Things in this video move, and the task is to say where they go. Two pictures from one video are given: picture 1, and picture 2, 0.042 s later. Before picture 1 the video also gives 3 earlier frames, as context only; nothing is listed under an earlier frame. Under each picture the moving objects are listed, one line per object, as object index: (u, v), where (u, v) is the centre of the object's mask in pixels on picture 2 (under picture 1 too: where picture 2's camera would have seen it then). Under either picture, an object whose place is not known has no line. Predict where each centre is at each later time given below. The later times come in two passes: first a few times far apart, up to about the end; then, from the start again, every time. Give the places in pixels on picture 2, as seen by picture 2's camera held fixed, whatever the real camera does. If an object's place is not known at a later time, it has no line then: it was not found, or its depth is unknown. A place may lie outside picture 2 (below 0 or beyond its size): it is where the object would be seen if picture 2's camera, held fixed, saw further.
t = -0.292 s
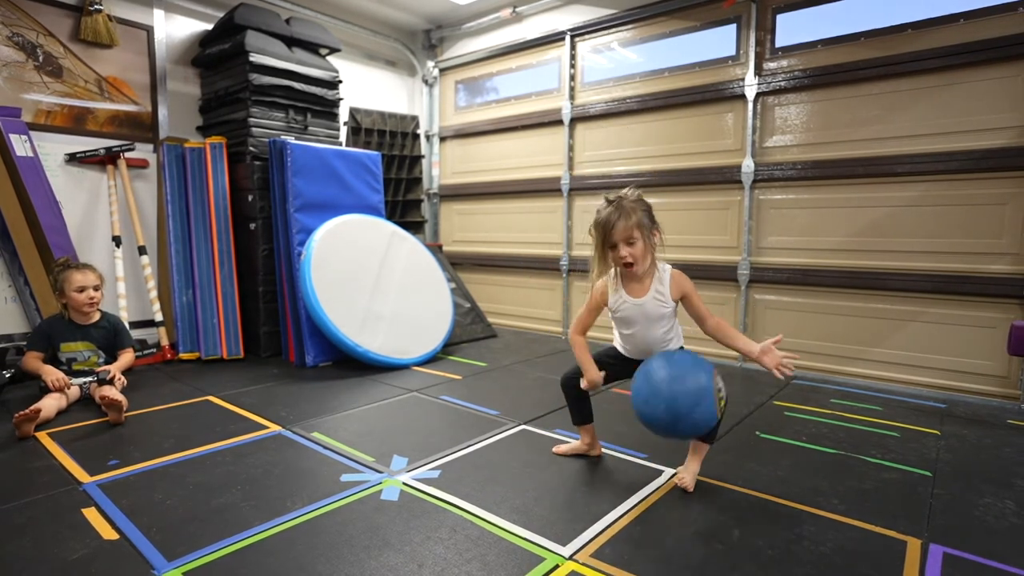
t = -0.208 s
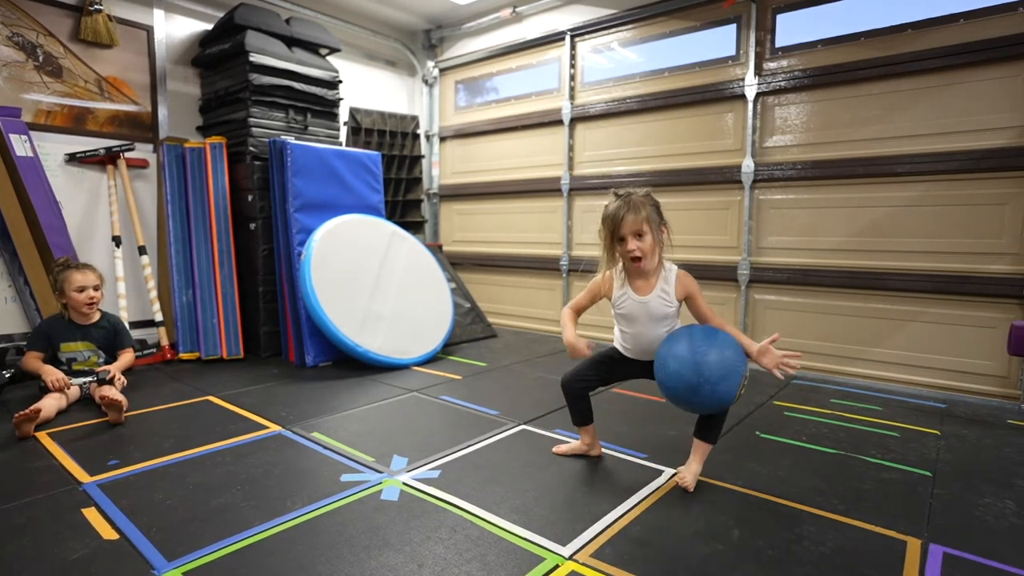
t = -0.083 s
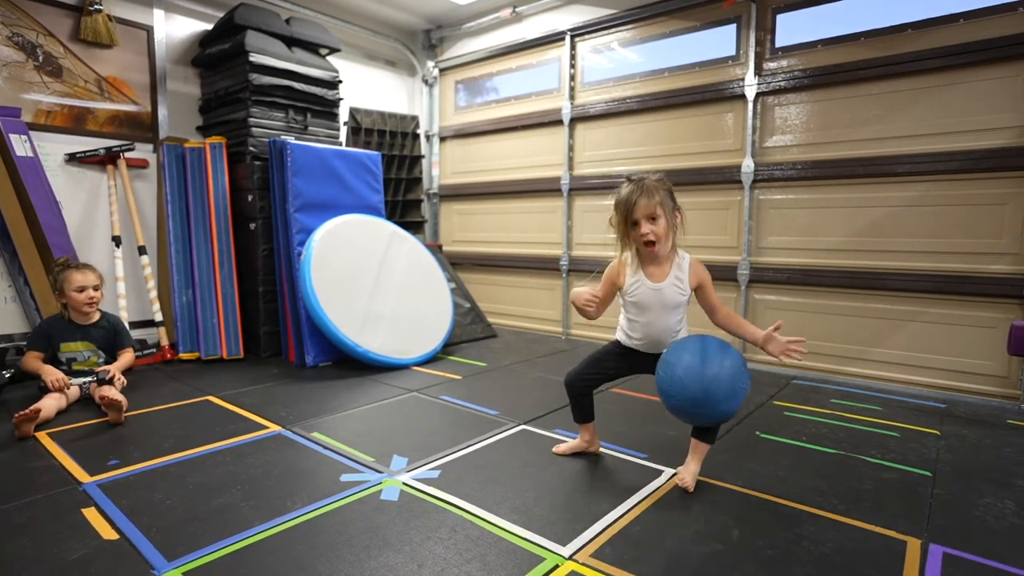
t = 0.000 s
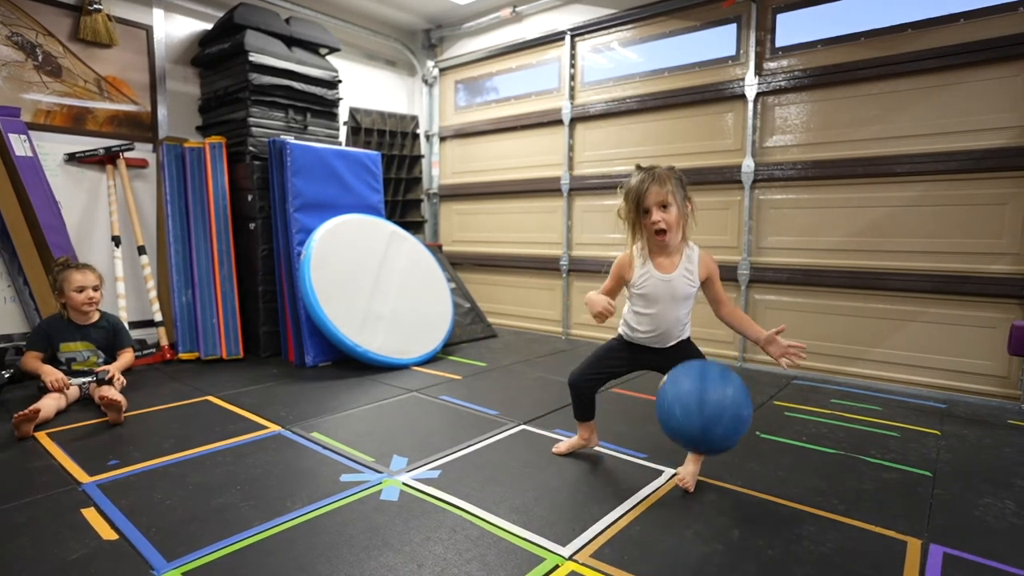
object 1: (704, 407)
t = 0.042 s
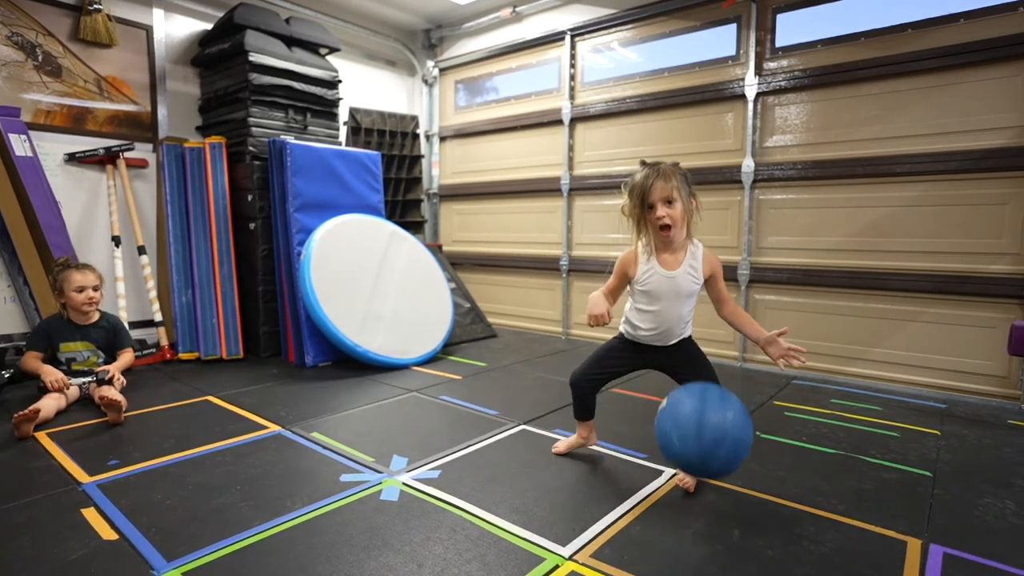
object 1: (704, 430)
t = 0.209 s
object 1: (706, 433)
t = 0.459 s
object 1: (704, 470)
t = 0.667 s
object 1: (706, 457)
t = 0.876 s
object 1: (706, 523)
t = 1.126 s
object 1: (713, 528)
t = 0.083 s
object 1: (703, 461)
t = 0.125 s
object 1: (703, 474)
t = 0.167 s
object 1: (705, 450)
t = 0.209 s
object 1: (706, 433)
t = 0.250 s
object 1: (706, 423)
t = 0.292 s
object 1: (706, 419)
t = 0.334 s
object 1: (706, 421)
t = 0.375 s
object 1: (706, 430)
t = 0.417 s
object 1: (705, 446)
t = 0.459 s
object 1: (704, 470)
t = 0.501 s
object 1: (703, 502)
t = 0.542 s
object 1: (704, 490)
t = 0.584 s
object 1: (705, 473)
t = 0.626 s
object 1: (706, 462)
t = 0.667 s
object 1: (706, 457)
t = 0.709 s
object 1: (706, 461)
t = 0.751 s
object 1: (706, 471)
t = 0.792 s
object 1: (706, 490)
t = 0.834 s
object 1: (705, 517)
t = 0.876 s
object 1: (706, 523)
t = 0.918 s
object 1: (708, 510)
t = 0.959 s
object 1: (710, 499)
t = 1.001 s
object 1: (712, 496)
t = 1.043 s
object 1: (713, 501)
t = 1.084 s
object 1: (714, 515)
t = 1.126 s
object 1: (713, 528)
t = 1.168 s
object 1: (711, 541)
